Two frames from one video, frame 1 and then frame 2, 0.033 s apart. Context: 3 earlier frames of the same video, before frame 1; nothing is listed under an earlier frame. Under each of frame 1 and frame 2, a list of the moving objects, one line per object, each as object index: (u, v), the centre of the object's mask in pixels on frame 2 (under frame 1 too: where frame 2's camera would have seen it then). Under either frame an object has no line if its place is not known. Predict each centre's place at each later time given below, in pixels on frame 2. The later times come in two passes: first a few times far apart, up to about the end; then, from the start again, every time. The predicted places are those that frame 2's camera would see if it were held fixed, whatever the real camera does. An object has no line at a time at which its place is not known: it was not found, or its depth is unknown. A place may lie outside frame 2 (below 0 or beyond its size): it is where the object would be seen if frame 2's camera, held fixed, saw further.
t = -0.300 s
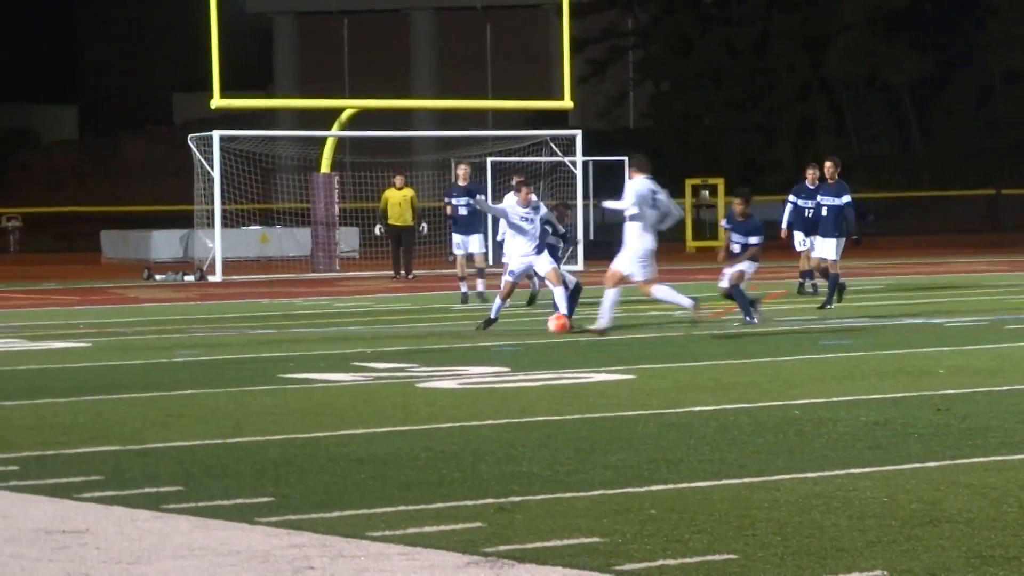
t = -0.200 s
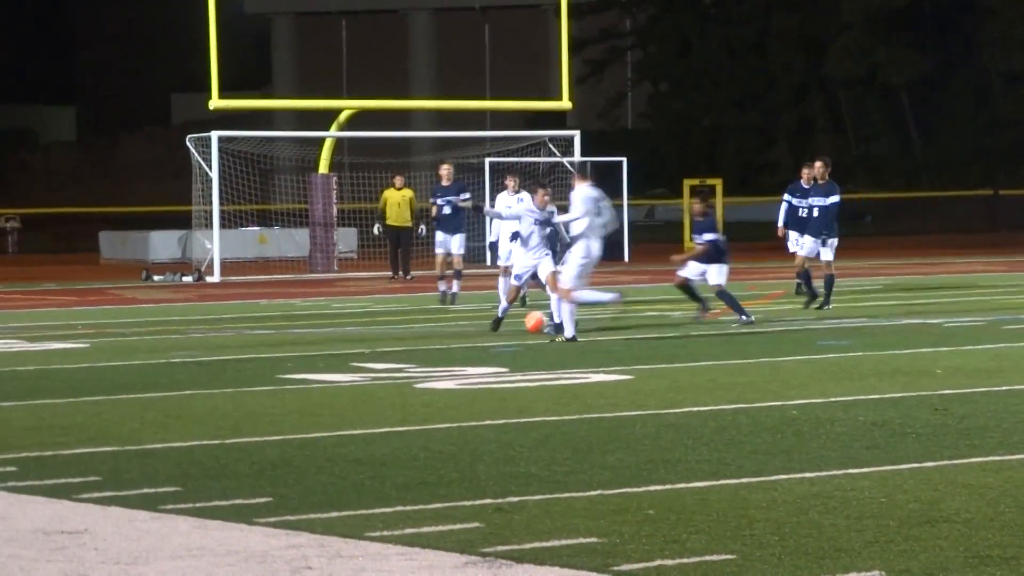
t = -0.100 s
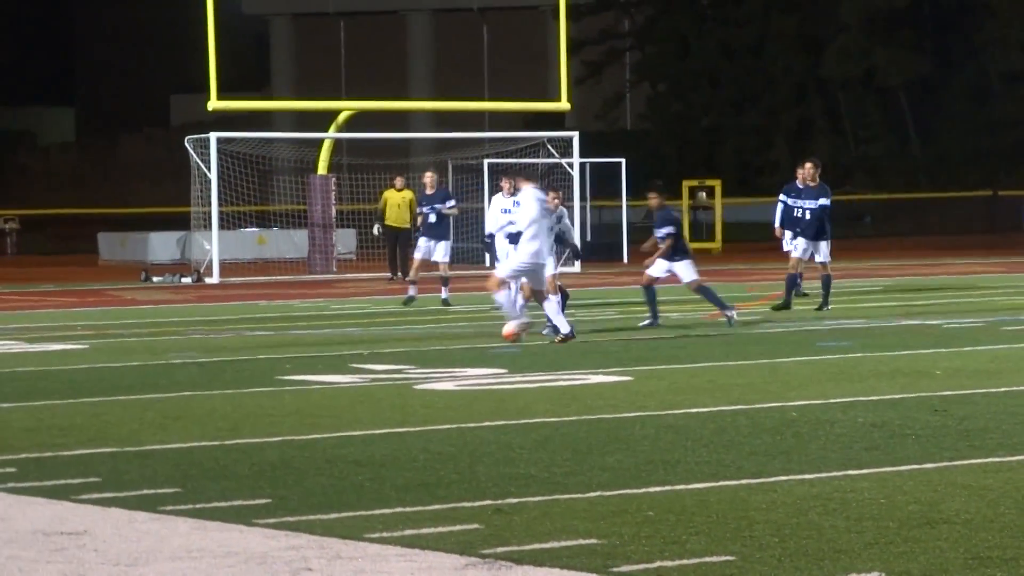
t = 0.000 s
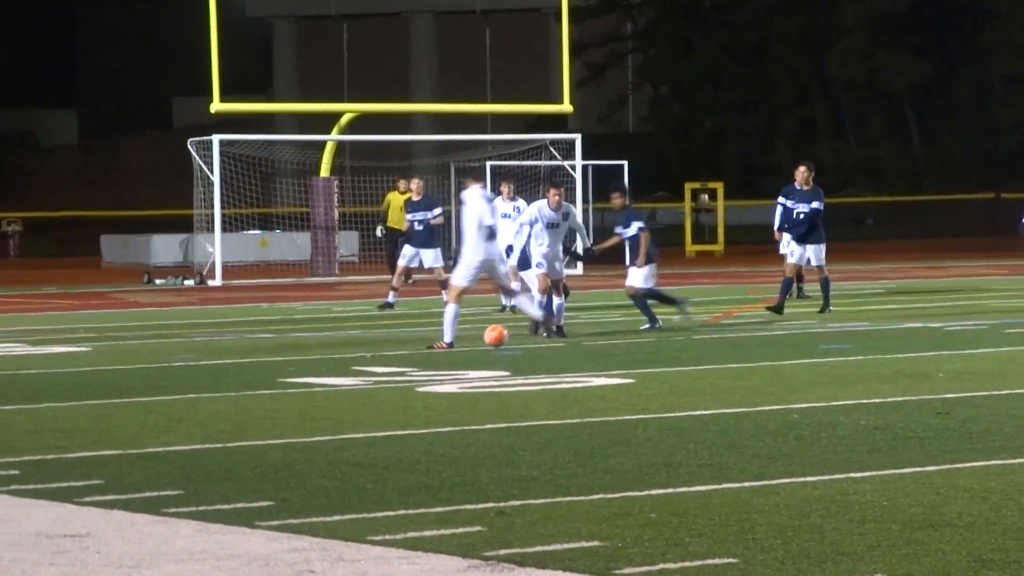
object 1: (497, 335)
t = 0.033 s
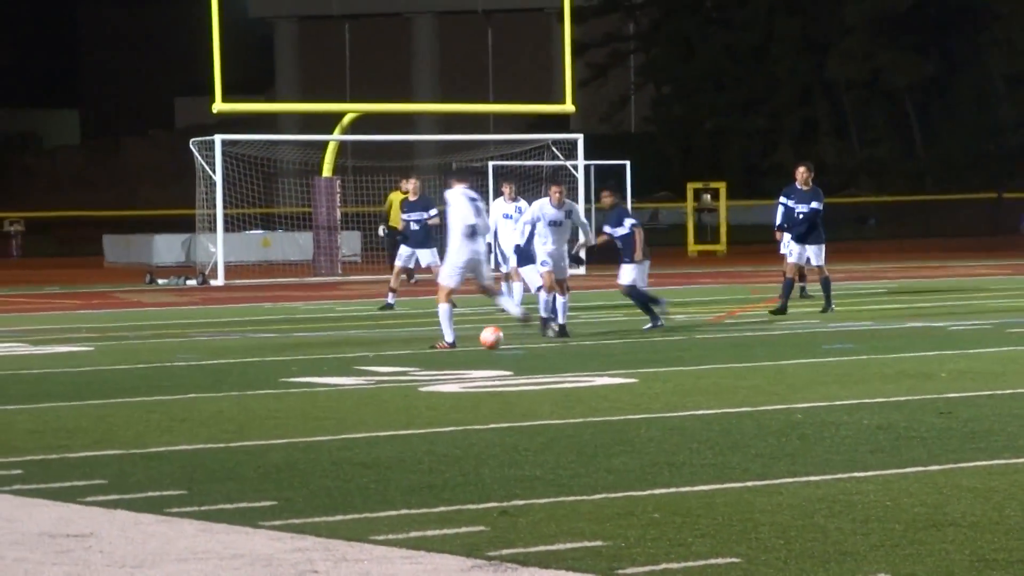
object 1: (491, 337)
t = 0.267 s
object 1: (450, 343)
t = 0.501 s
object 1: (405, 351)
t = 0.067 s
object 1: (485, 339)
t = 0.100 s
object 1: (479, 339)
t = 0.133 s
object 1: (473, 339)
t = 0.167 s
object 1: (468, 341)
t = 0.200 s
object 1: (461, 343)
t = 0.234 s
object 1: (455, 343)
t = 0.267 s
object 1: (450, 343)
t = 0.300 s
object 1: (443, 344)
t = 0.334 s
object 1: (437, 347)
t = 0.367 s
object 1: (431, 347)
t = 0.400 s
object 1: (424, 347)
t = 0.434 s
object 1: (420, 349)
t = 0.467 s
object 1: (412, 349)
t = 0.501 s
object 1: (405, 351)
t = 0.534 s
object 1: (399, 350)
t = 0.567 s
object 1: (393, 353)
